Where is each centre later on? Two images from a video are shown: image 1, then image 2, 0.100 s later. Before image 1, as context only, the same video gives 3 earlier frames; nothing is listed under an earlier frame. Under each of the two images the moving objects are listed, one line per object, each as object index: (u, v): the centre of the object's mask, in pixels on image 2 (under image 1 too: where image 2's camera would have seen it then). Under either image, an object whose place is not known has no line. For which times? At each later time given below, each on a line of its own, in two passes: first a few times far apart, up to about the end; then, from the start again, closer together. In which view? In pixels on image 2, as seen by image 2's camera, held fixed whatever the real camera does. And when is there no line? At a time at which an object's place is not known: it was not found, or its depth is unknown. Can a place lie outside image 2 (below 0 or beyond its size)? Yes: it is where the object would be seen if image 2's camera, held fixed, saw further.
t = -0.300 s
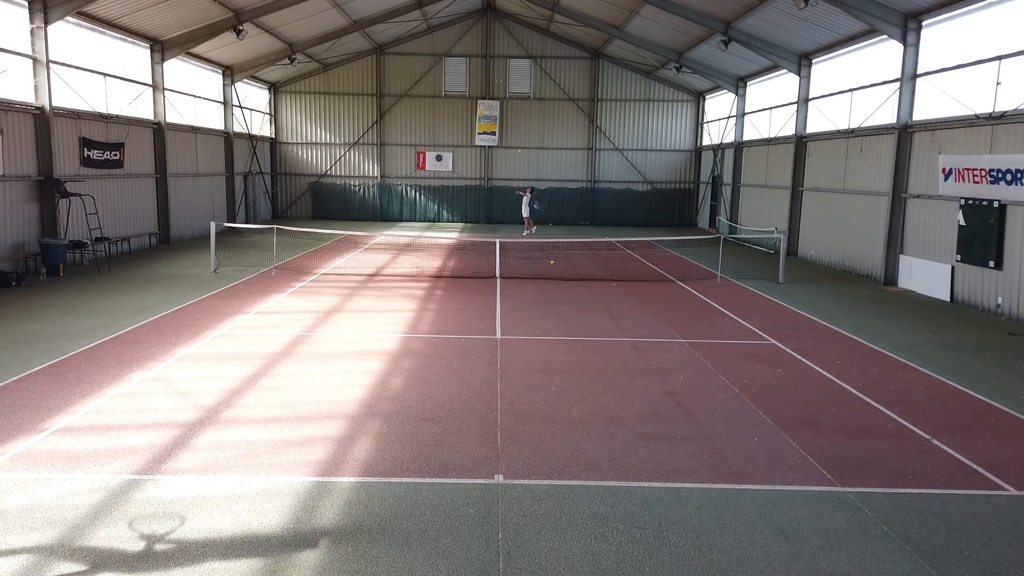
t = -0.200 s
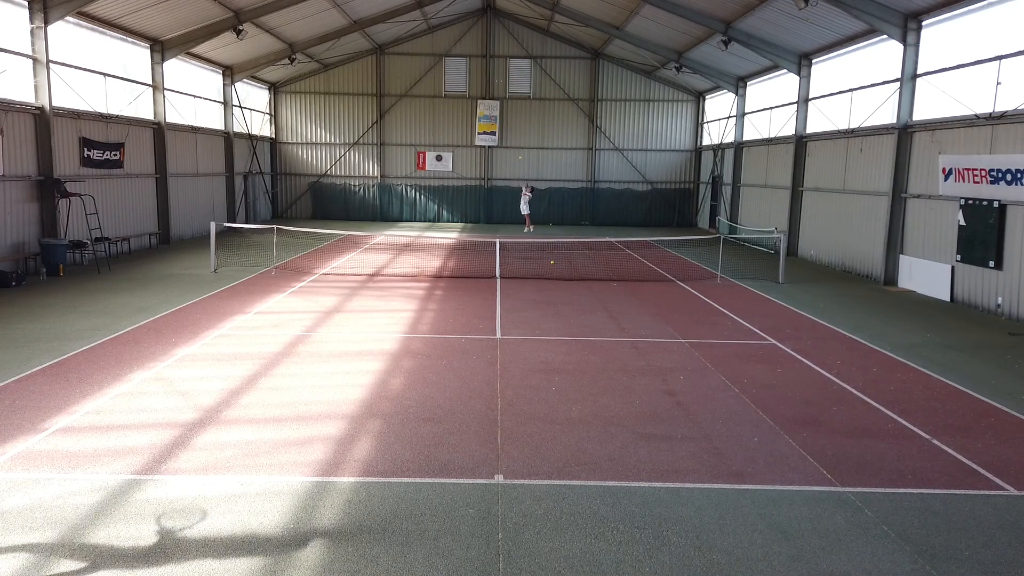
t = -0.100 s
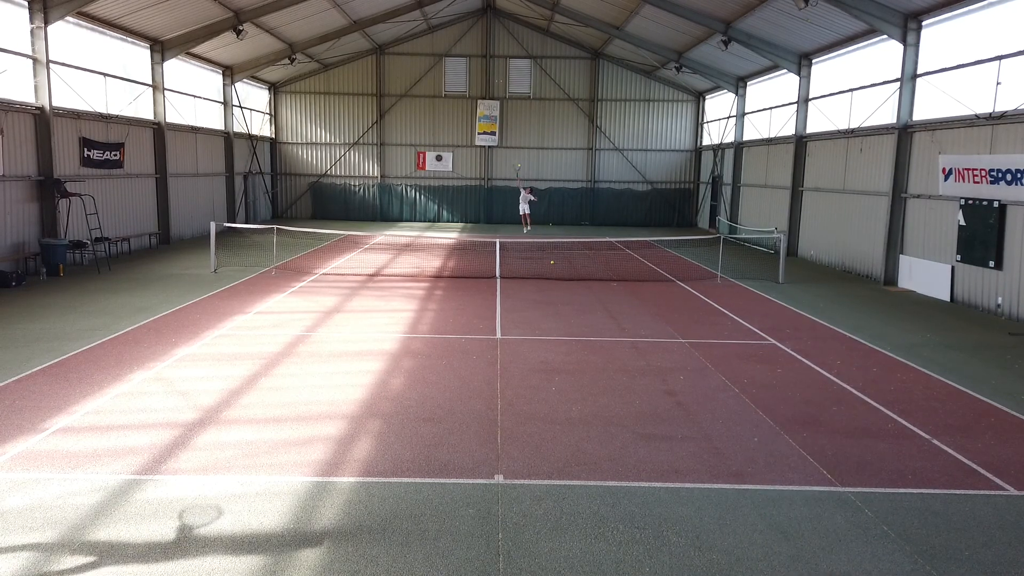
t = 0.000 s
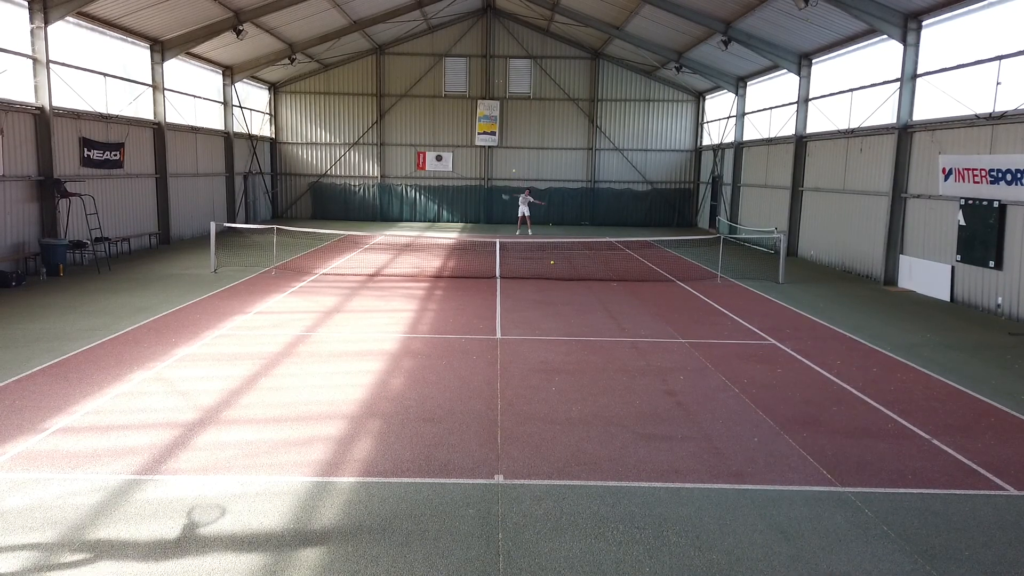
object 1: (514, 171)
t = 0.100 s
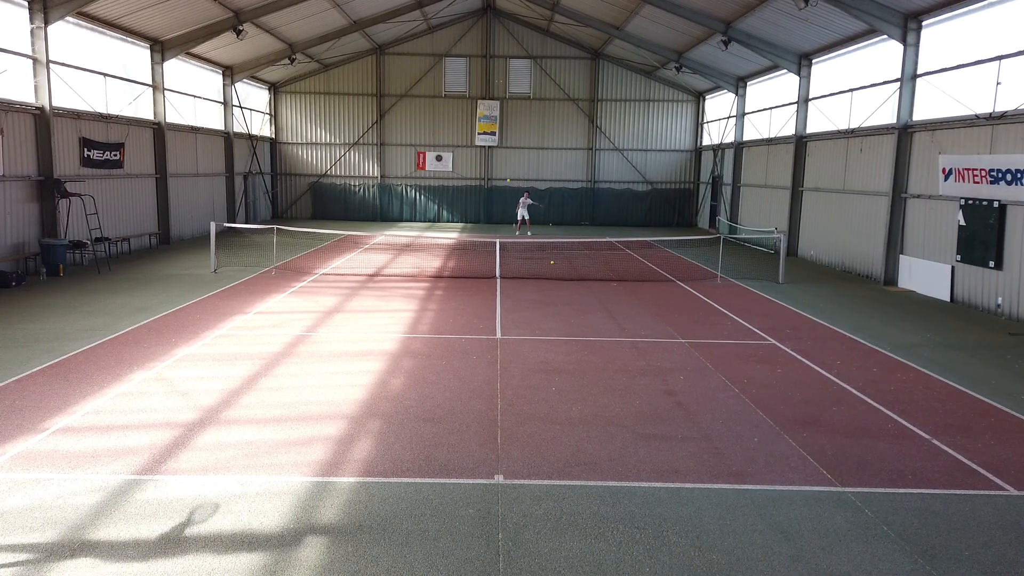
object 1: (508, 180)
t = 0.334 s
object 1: (493, 227)
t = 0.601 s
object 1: (470, 297)
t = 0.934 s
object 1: (437, 293)
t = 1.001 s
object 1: (427, 307)
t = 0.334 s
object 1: (493, 227)
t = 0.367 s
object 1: (490, 237)
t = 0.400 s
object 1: (488, 249)
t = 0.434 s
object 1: (484, 262)
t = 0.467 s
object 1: (482, 277)
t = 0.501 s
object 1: (478, 293)
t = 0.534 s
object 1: (475, 307)
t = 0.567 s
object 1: (473, 302)
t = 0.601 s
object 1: (470, 297)
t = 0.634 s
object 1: (468, 293)
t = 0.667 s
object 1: (465, 289)
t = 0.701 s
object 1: (462, 287)
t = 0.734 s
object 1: (459, 284)
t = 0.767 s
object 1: (456, 283)
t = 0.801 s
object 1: (453, 283)
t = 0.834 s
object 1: (449, 283)
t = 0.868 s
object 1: (445, 285)
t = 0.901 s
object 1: (441, 288)
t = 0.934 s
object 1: (437, 293)
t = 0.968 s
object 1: (432, 299)
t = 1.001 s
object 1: (427, 307)
